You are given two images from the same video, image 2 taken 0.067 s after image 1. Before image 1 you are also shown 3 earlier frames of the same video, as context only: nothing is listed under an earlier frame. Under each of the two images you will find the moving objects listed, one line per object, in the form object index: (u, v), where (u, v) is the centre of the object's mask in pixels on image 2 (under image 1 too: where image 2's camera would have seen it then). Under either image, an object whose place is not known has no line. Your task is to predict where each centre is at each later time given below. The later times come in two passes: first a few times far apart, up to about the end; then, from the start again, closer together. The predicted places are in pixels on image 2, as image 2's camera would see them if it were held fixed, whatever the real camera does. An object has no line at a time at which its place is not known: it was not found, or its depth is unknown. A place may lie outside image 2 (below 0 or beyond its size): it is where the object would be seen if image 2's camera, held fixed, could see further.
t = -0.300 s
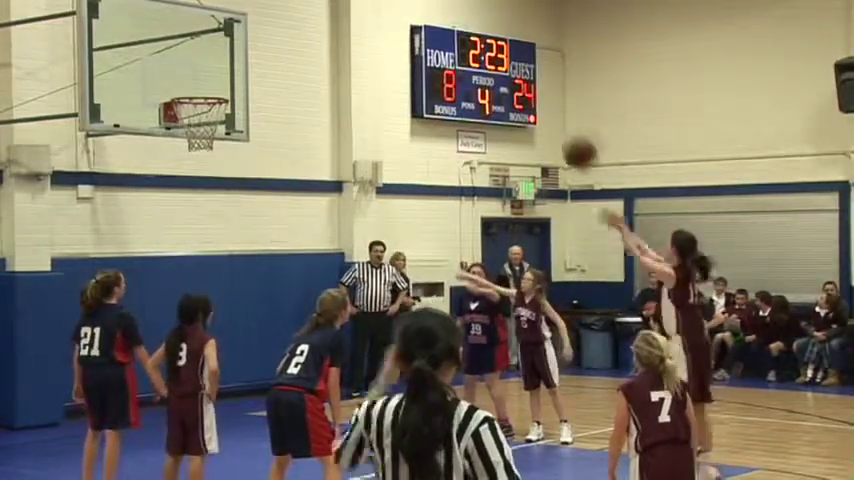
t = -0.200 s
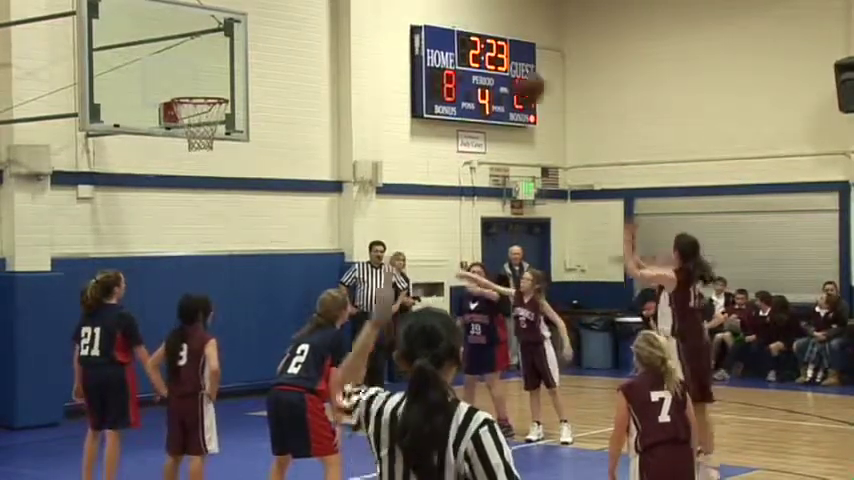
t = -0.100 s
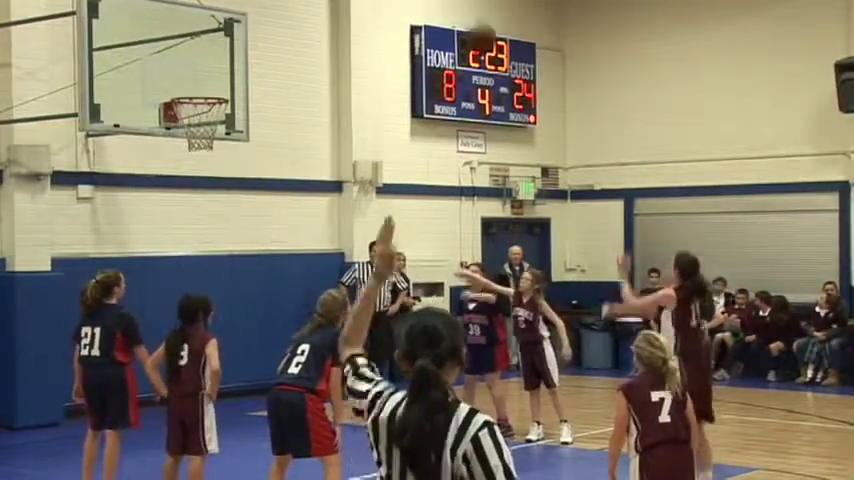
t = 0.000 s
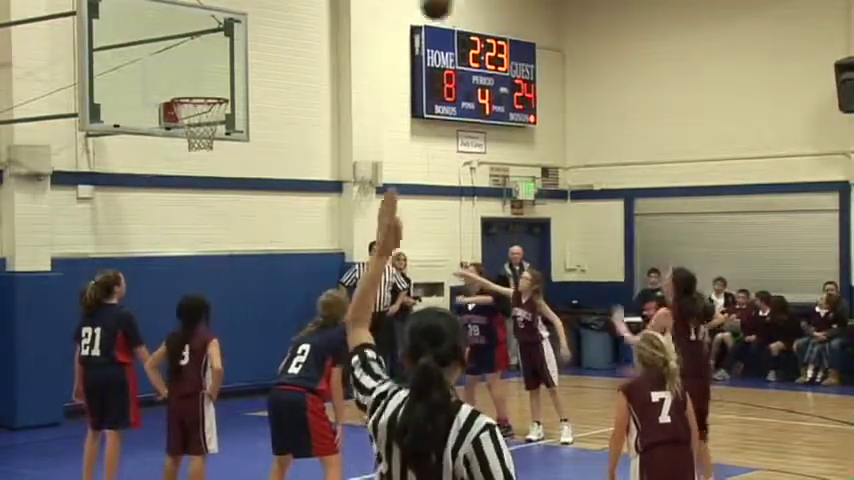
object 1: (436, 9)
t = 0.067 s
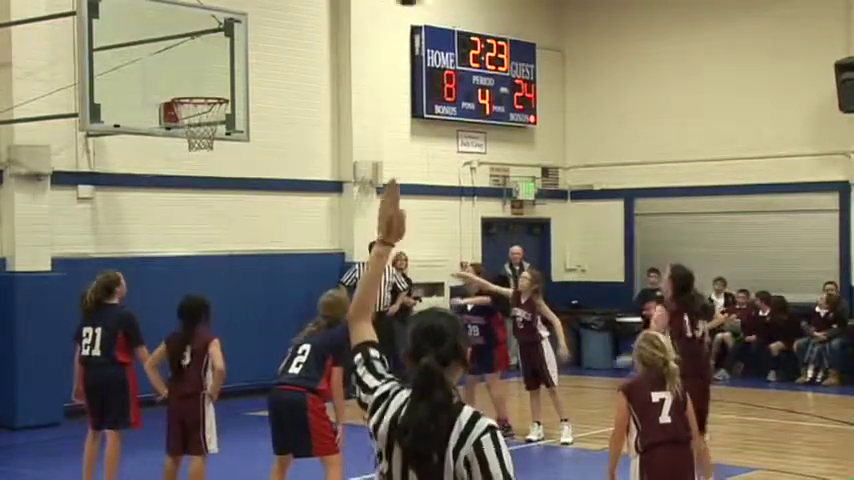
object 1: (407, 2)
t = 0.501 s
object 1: (249, 29)
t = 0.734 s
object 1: (197, 69)
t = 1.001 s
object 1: (232, 34)
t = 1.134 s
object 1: (250, 47)
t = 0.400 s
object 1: (282, 7)
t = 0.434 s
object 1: (270, 11)
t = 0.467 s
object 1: (260, 20)
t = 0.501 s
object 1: (249, 29)
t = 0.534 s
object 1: (237, 42)
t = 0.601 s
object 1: (216, 67)
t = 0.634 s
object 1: (206, 81)
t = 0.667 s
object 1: (198, 87)
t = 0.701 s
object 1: (194, 78)
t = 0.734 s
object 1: (197, 69)
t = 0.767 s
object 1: (201, 60)
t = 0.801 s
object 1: (205, 53)
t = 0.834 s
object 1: (209, 47)
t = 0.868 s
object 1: (214, 42)
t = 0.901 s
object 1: (218, 39)
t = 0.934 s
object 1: (223, 37)
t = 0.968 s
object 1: (228, 35)
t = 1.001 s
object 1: (232, 34)
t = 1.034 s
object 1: (236, 36)
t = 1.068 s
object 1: (240, 38)
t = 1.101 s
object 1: (245, 42)
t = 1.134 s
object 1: (250, 47)
